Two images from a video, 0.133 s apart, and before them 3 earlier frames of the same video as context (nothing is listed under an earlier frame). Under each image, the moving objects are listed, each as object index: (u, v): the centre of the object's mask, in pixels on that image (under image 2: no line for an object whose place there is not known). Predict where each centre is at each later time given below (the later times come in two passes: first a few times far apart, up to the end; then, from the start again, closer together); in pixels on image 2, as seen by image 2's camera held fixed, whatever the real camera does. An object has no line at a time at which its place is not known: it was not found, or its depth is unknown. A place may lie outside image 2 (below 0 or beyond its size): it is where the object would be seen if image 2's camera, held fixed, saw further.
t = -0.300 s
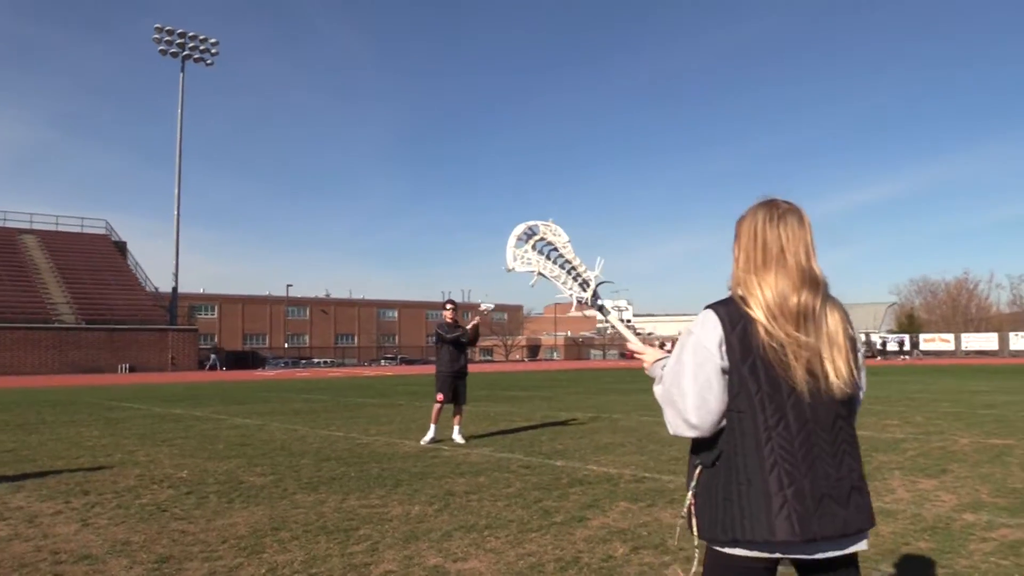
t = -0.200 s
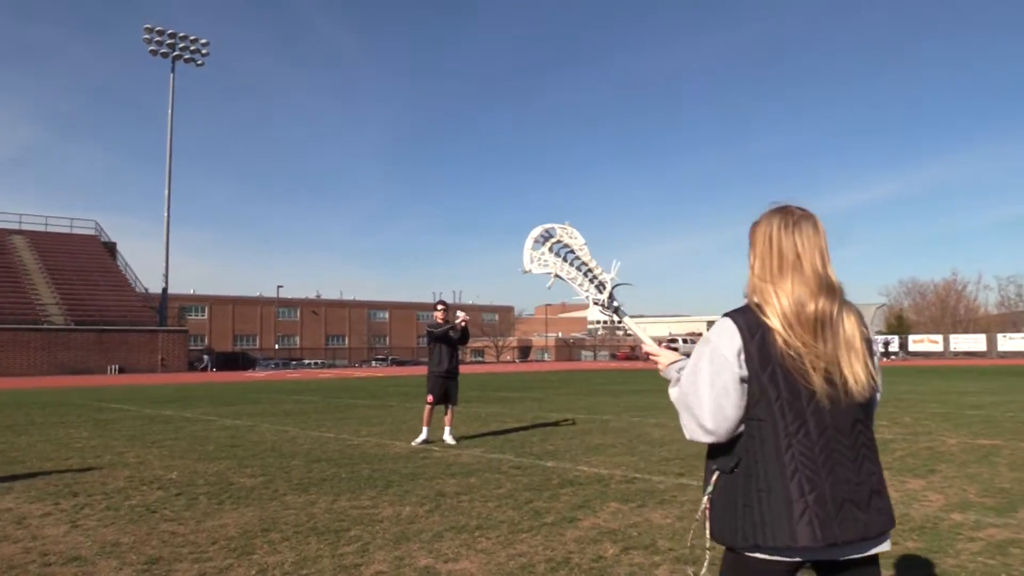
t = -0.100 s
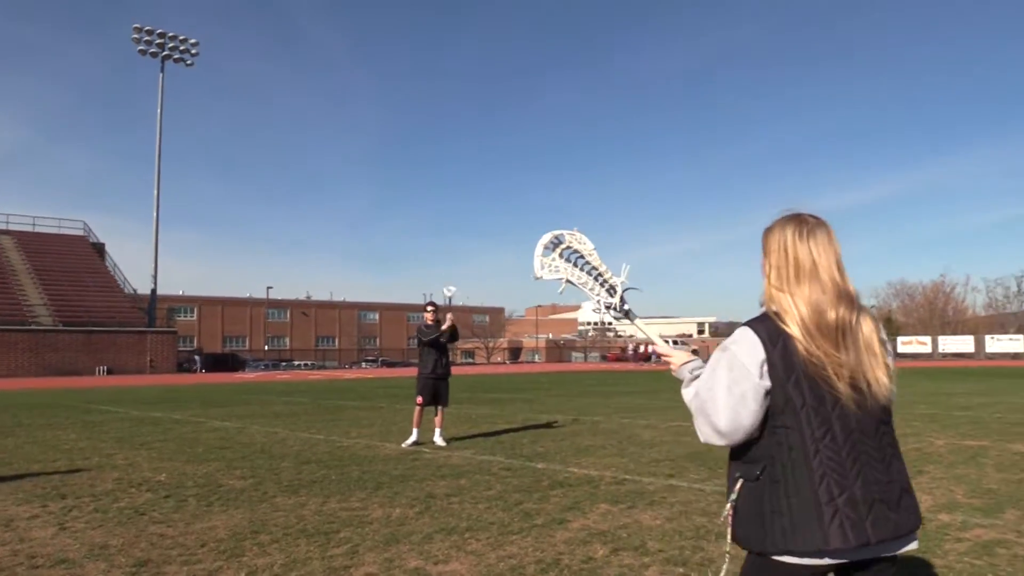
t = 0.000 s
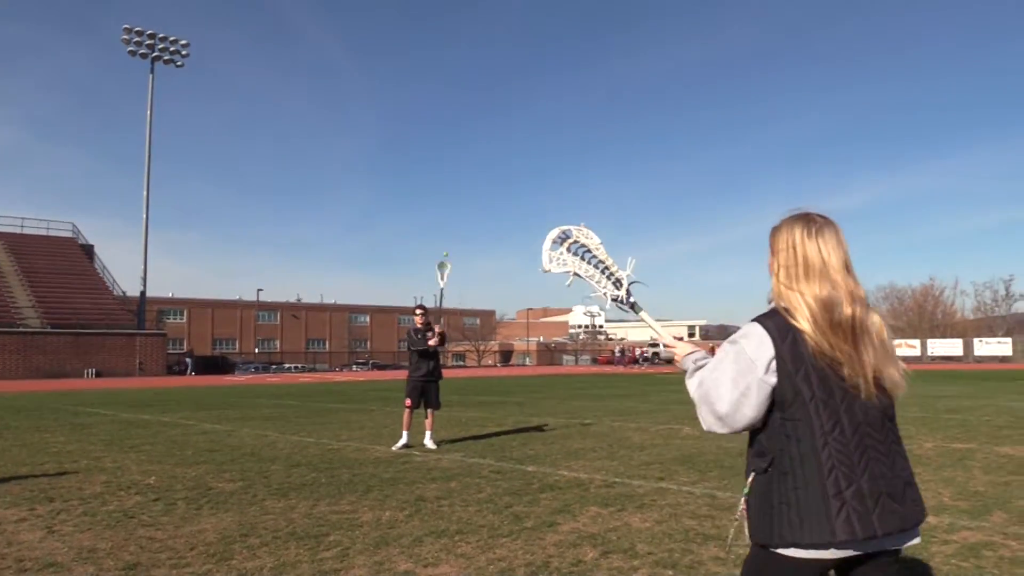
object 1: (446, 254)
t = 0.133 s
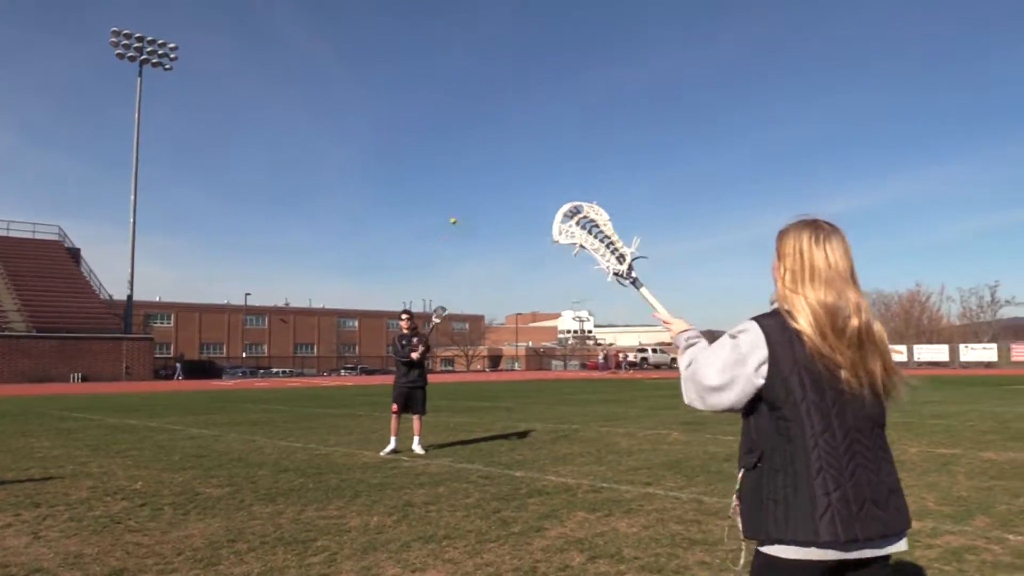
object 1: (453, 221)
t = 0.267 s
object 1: (481, 185)
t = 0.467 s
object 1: (573, 141)
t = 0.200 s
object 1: (466, 202)
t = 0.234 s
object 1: (473, 194)
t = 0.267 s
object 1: (481, 185)
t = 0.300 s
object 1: (492, 177)
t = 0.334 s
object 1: (503, 168)
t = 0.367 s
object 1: (517, 161)
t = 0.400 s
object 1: (532, 153)
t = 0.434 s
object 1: (551, 146)
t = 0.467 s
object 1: (573, 141)
